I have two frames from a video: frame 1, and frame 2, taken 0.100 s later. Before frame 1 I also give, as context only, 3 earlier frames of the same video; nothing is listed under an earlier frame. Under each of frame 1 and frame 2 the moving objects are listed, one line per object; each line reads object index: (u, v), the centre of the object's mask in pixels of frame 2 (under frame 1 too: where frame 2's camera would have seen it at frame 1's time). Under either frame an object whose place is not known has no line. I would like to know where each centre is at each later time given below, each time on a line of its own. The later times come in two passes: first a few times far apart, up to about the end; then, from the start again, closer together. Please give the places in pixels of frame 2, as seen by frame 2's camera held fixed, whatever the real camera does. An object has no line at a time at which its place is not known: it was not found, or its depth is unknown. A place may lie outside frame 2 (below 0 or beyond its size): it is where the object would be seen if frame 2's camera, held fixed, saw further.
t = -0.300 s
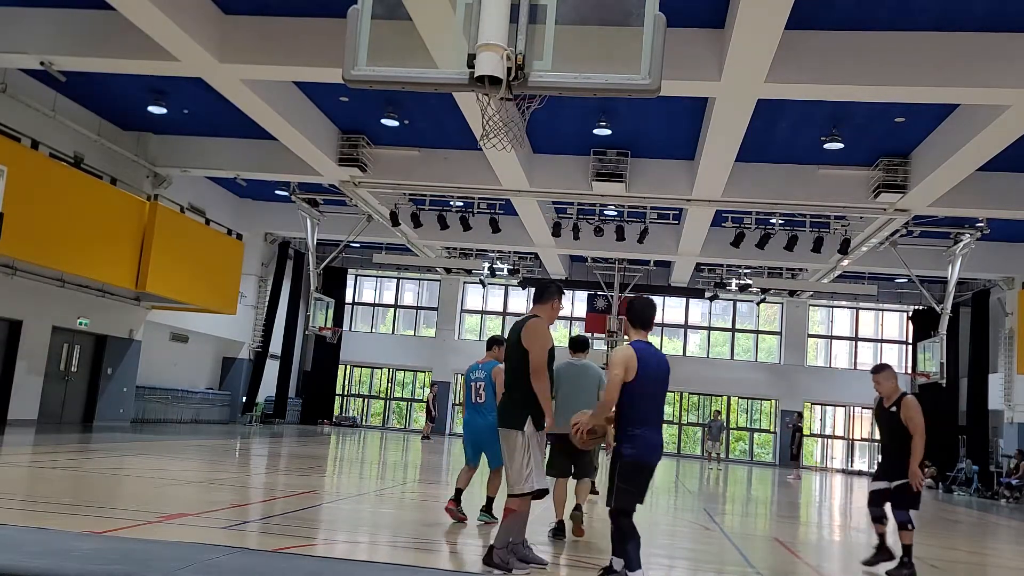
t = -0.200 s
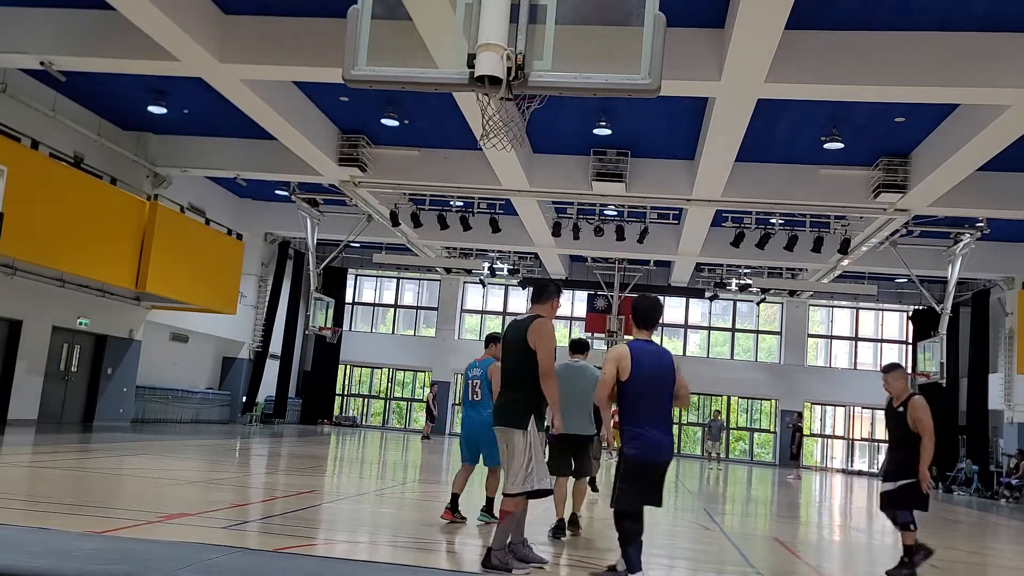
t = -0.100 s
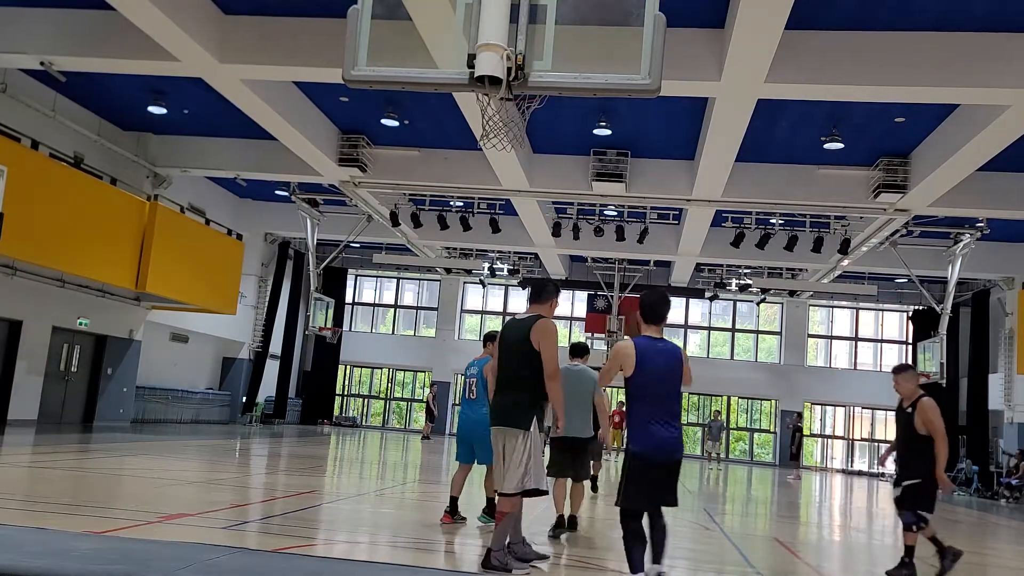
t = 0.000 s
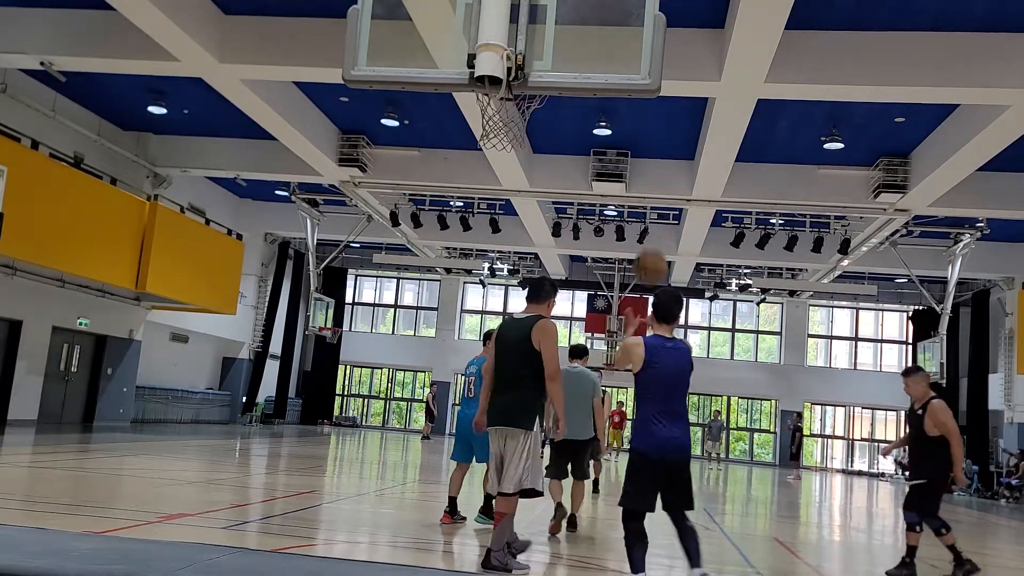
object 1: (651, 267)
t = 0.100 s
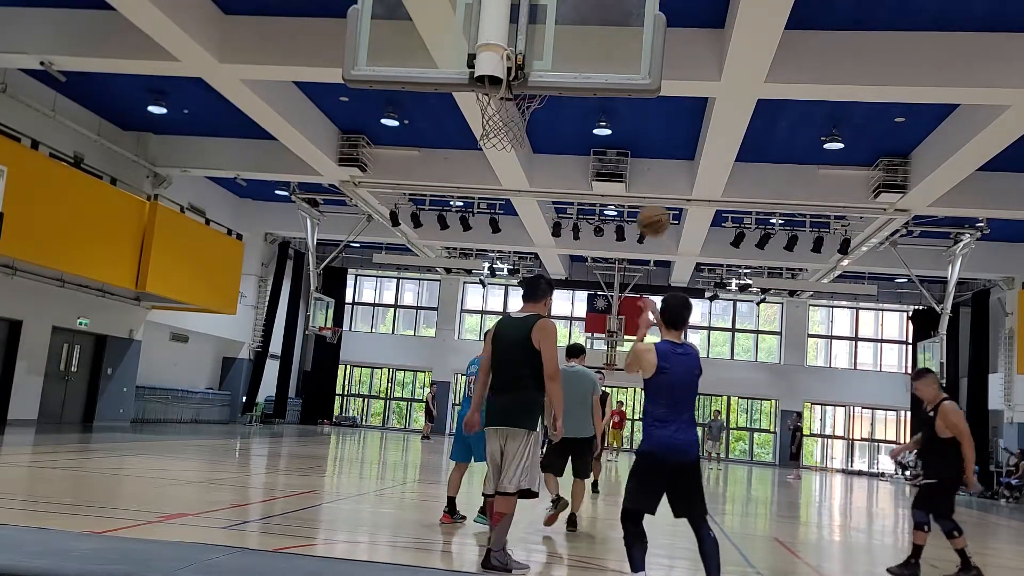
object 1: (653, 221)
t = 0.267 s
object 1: (657, 181)
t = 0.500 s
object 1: (658, 185)
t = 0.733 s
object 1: (656, 238)
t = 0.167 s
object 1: (655, 199)
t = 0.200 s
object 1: (656, 192)
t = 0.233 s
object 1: (656, 185)
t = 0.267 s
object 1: (657, 181)
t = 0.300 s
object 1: (658, 178)
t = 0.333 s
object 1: (658, 176)
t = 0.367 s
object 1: (658, 176)
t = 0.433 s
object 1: (658, 178)
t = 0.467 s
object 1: (658, 181)
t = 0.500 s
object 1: (658, 185)
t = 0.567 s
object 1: (658, 196)
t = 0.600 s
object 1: (657, 202)
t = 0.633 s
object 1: (657, 210)
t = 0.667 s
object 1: (656, 218)
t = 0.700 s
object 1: (656, 227)
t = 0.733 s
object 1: (656, 238)
